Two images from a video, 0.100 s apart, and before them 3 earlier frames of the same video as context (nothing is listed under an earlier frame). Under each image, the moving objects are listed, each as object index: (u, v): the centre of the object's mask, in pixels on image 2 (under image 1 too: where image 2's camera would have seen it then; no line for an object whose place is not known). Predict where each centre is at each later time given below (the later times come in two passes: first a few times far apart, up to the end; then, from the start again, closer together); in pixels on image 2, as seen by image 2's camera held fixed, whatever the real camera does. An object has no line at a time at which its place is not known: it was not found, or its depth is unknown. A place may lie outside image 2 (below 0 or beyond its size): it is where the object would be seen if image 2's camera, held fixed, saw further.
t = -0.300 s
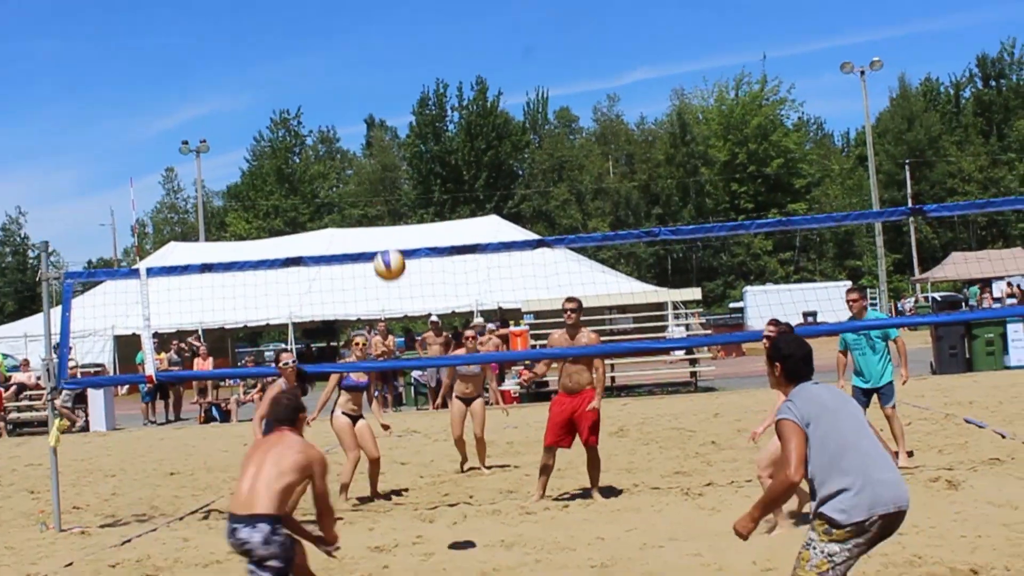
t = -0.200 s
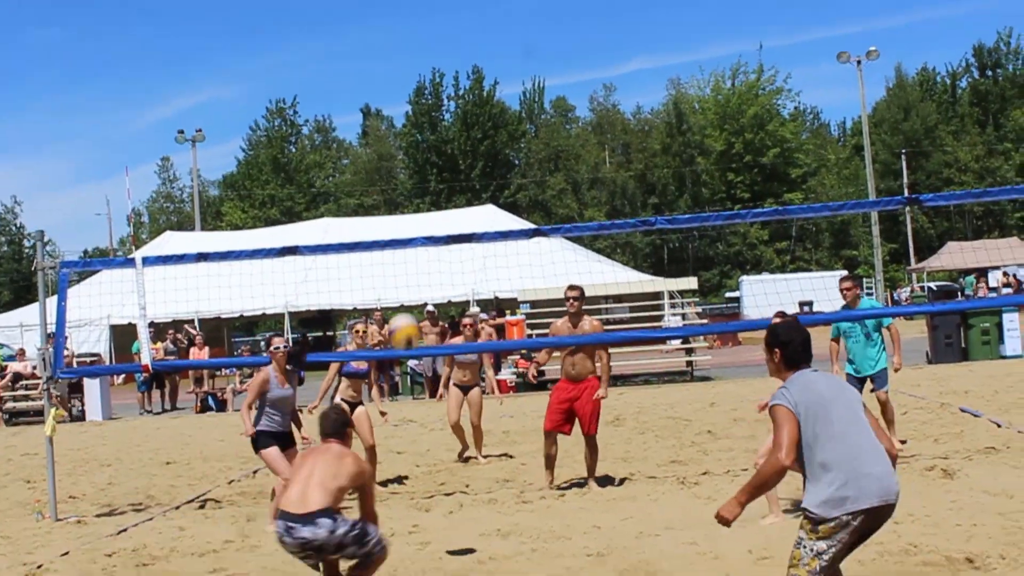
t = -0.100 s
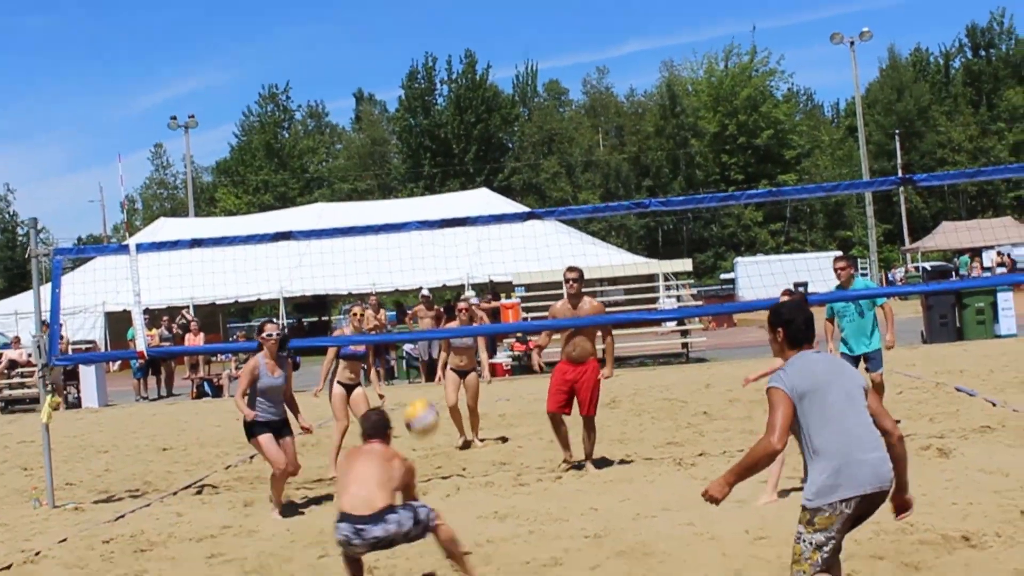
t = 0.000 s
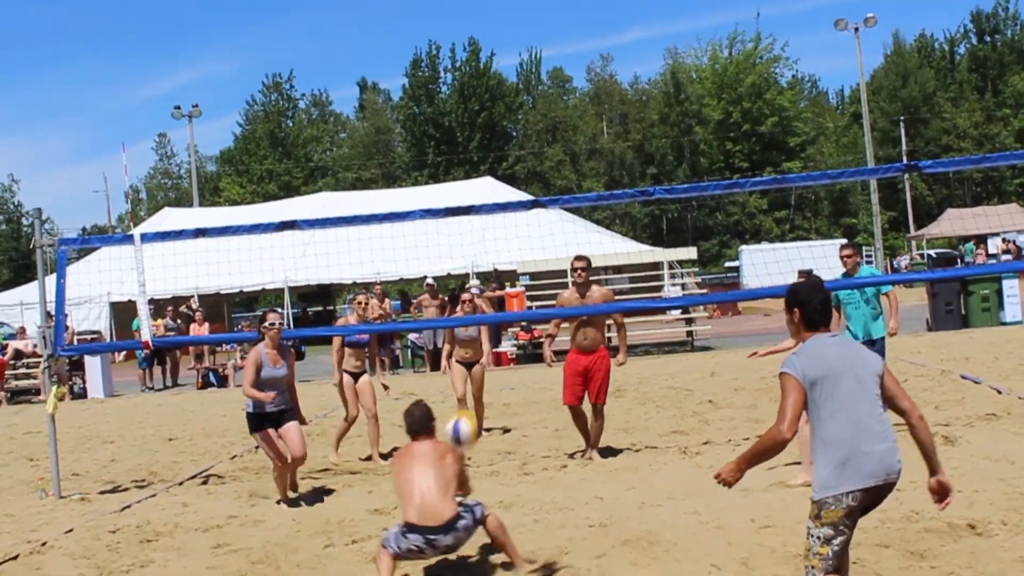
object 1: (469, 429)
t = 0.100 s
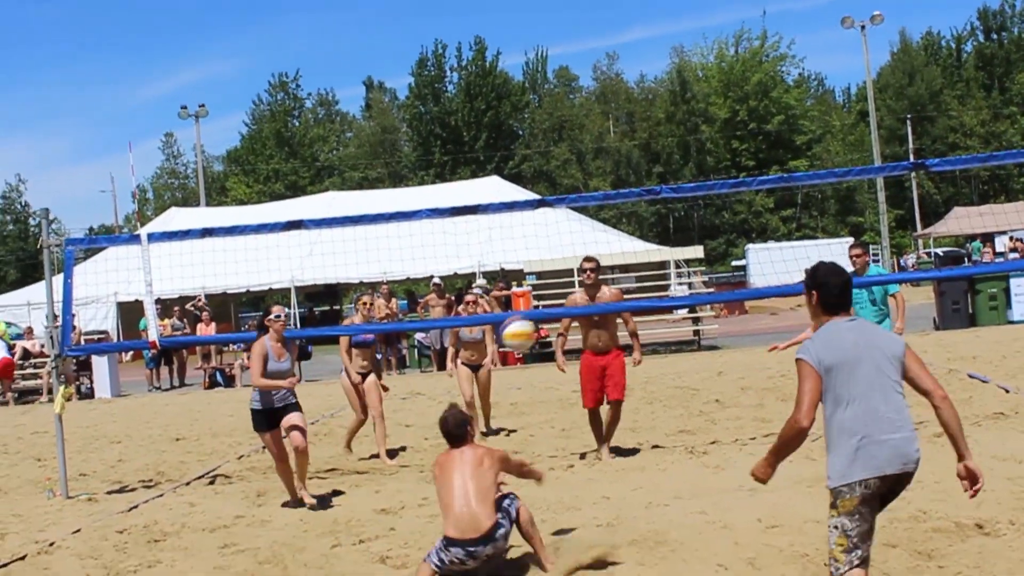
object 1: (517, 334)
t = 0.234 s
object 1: (577, 237)
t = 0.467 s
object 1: (676, 138)
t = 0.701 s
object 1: (766, 129)
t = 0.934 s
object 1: (852, 200)
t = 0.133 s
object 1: (532, 308)
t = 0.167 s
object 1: (546, 281)
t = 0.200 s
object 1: (563, 259)
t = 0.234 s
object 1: (577, 237)
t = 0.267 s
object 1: (593, 215)
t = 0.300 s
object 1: (607, 199)
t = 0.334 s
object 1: (621, 183)
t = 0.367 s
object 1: (634, 170)
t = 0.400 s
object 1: (647, 157)
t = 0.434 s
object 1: (662, 147)
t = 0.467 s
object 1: (676, 138)
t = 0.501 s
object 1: (689, 131)
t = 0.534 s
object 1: (702, 127)
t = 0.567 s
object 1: (716, 124)
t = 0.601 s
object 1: (728, 122)
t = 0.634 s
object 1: (740, 123)
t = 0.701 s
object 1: (766, 129)
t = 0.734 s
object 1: (779, 134)
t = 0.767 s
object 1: (791, 141)
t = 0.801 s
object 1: (804, 150)
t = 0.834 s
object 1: (815, 160)
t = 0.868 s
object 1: (827, 172)
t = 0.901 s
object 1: (840, 186)
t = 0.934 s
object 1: (852, 200)
